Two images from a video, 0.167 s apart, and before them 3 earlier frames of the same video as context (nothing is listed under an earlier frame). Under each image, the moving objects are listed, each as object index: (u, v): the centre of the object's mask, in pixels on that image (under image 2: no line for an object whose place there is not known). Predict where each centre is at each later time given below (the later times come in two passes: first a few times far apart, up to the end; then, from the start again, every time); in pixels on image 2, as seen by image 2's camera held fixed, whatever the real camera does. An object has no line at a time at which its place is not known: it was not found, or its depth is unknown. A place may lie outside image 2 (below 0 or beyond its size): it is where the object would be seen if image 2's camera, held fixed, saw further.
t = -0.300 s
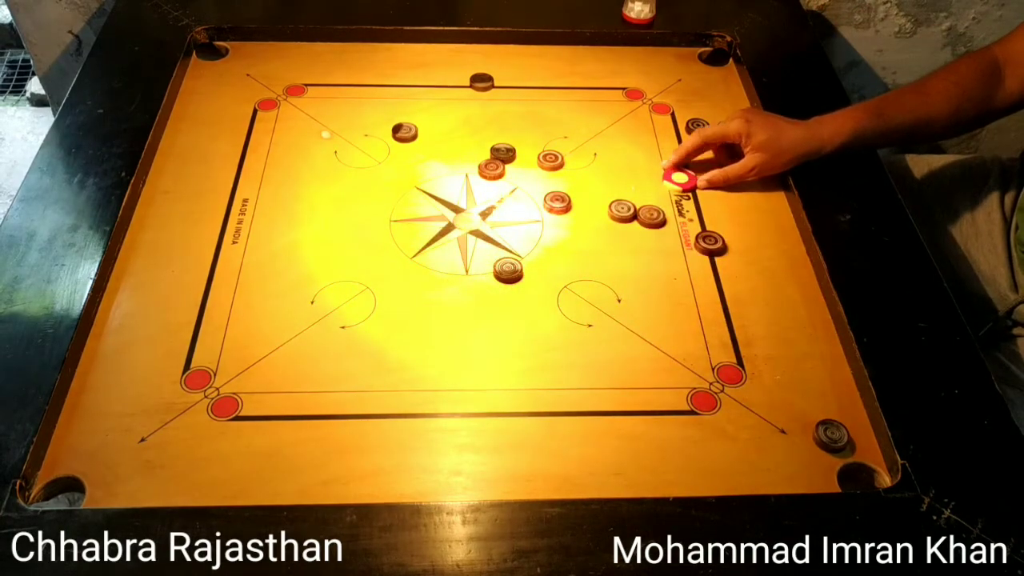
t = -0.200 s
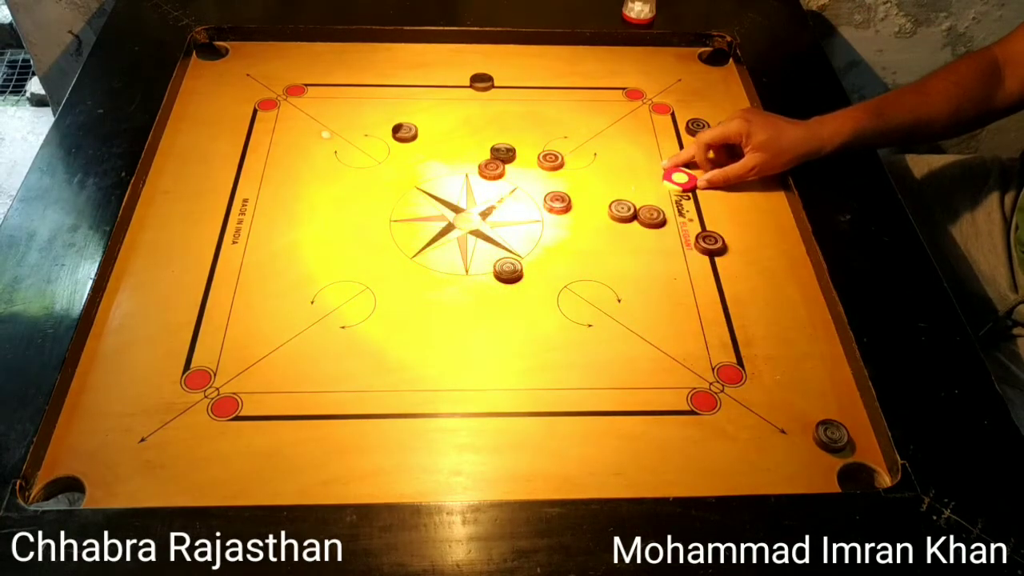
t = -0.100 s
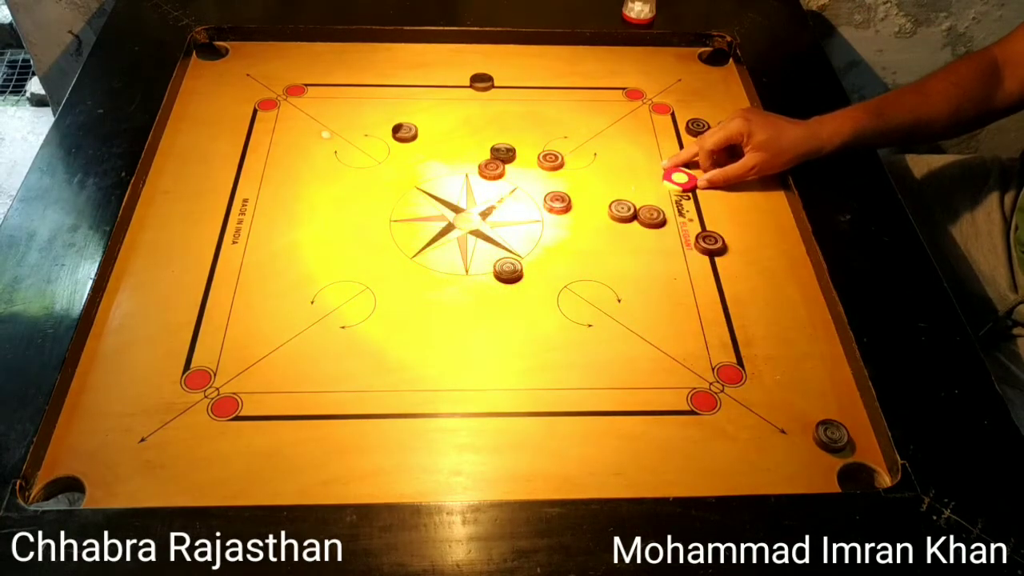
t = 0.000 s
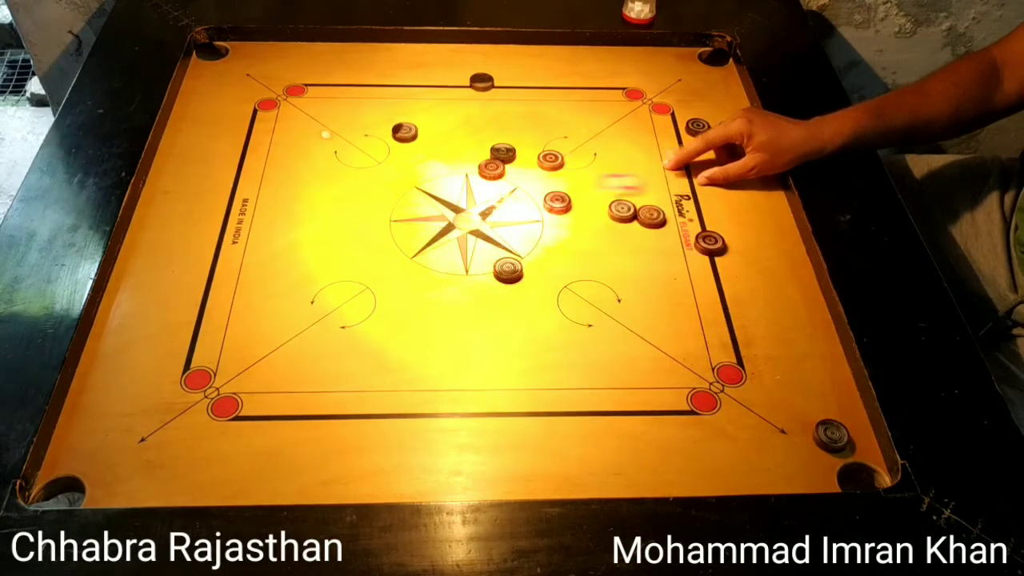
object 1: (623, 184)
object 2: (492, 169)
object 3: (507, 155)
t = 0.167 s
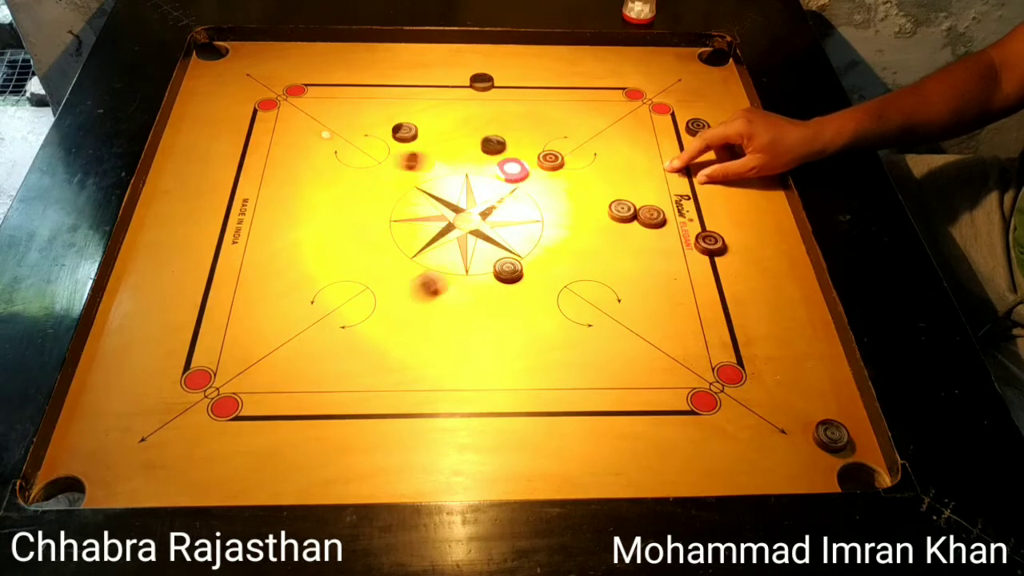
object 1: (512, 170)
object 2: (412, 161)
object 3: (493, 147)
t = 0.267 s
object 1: (508, 169)
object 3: (483, 136)
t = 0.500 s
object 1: (508, 169)
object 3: (482, 133)
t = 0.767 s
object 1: (507, 169)
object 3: (482, 133)
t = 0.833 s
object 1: (507, 169)
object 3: (482, 133)
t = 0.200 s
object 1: (510, 170)
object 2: (379, 157)
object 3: (488, 143)
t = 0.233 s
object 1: (509, 169)
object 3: (485, 140)
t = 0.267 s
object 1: (508, 169)
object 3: (483, 136)
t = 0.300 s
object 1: (508, 169)
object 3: (482, 134)
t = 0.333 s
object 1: (508, 169)
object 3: (482, 133)
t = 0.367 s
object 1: (508, 169)
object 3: (482, 133)
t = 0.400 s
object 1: (508, 169)
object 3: (482, 133)
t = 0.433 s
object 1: (508, 169)
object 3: (482, 133)
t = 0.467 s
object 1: (508, 169)
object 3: (482, 133)
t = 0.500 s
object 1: (508, 169)
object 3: (482, 133)
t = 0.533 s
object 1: (508, 169)
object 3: (482, 133)
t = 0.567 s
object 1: (508, 169)
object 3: (482, 133)
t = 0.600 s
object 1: (508, 169)
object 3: (482, 133)
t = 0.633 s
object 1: (508, 169)
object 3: (482, 133)
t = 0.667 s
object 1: (508, 169)
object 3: (482, 133)
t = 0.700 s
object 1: (507, 169)
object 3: (482, 133)
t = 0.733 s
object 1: (507, 169)
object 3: (482, 133)
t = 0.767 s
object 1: (507, 169)
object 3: (482, 133)
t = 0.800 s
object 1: (507, 169)
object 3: (482, 133)
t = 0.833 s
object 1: (507, 169)
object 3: (482, 133)
